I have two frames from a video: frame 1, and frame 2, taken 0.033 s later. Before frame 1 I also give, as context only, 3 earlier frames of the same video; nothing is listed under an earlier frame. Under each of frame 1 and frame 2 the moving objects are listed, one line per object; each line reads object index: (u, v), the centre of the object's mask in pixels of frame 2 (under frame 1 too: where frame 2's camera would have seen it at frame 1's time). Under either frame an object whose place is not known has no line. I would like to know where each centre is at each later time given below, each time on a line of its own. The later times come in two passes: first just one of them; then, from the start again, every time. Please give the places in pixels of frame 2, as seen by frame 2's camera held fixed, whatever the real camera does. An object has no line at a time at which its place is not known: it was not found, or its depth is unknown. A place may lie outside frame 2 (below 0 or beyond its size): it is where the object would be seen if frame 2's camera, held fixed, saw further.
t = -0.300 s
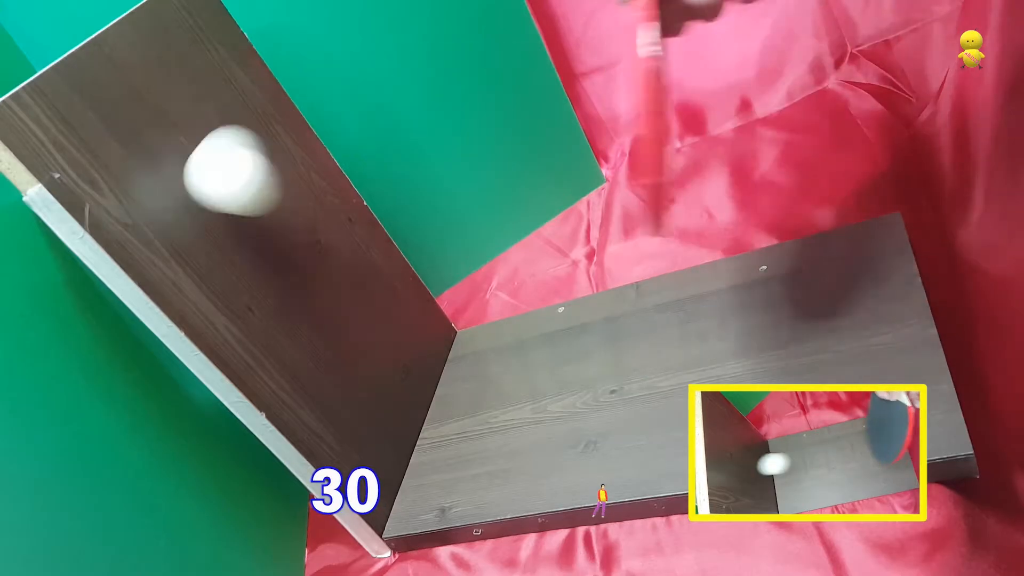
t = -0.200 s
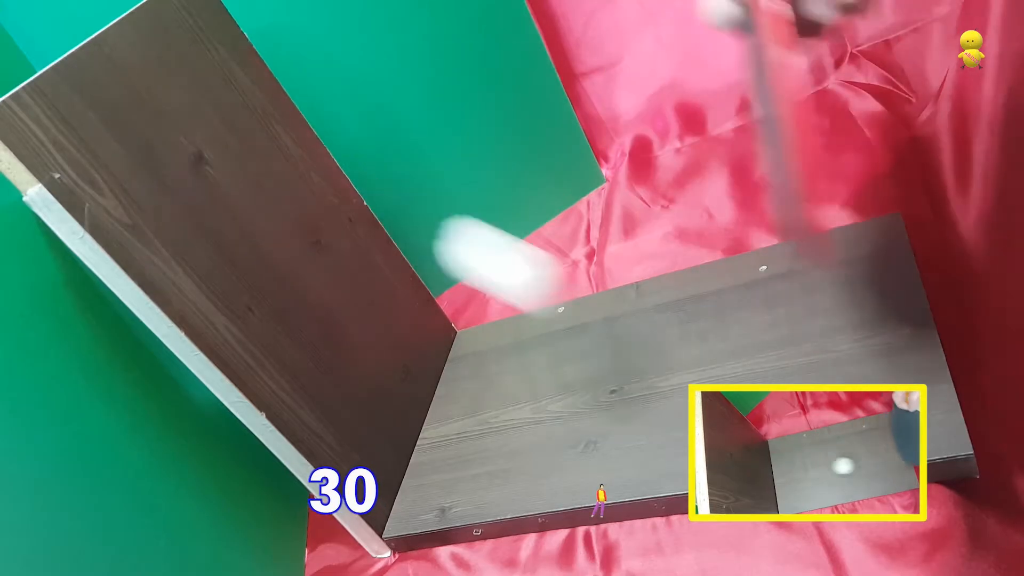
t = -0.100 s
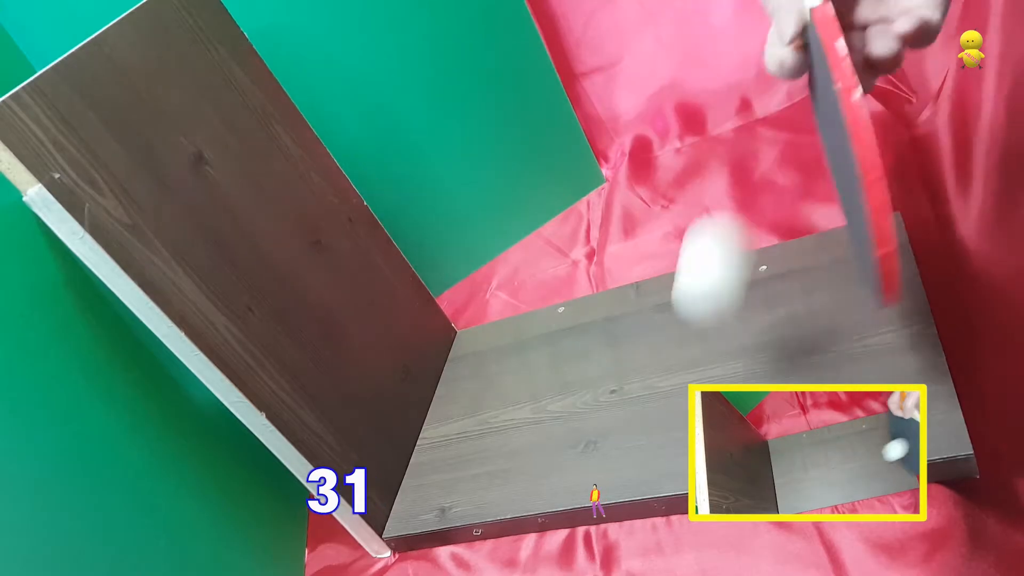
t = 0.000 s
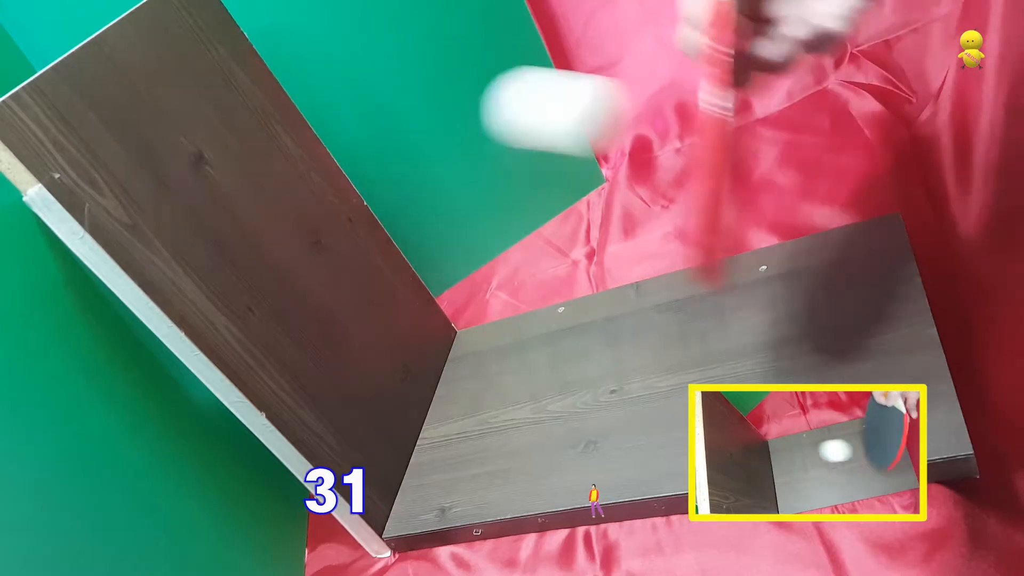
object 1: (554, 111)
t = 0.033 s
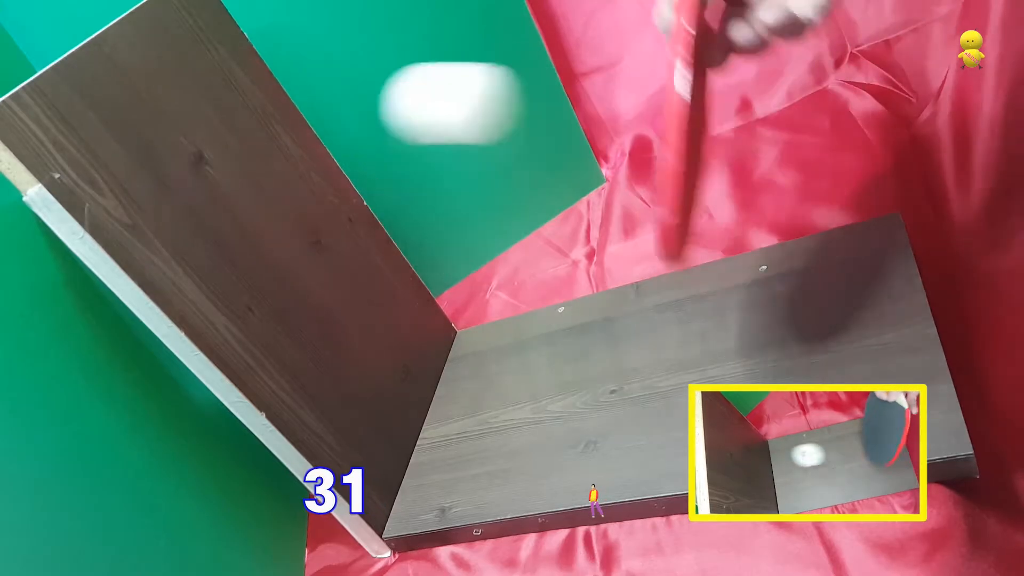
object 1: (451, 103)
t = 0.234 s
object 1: (469, 263)
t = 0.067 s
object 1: (359, 111)
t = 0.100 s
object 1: (284, 136)
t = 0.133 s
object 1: (229, 174)
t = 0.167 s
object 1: (271, 200)
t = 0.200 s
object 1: (366, 225)
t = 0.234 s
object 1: (469, 263)
